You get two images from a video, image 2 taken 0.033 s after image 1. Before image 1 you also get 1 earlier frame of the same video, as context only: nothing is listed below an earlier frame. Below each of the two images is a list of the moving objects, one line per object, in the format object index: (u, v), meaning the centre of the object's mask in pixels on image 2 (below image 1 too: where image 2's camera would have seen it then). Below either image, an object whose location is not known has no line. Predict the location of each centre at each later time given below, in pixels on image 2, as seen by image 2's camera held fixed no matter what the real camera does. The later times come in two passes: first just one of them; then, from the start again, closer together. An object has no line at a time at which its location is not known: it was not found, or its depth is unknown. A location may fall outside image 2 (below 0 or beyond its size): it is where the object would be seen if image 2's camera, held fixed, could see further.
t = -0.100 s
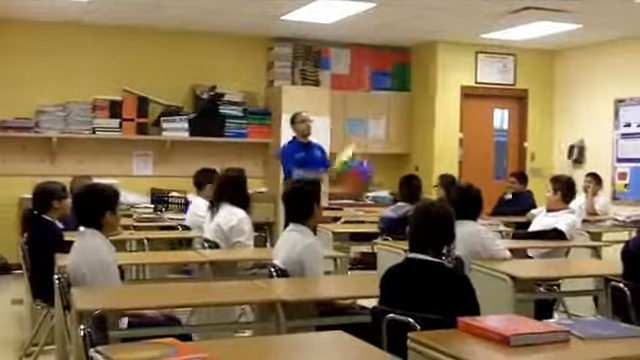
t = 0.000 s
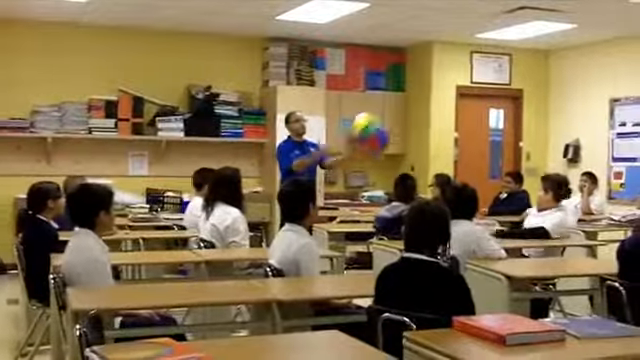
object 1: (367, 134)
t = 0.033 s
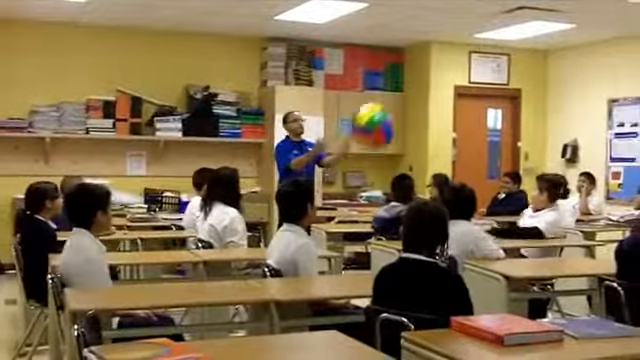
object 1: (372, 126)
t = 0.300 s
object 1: (427, 84)
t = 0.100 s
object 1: (386, 109)
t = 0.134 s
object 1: (394, 104)
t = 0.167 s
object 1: (401, 96)
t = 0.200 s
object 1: (408, 91)
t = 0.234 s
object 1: (414, 87)
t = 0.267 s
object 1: (421, 85)
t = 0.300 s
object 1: (427, 84)
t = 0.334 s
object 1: (433, 85)
